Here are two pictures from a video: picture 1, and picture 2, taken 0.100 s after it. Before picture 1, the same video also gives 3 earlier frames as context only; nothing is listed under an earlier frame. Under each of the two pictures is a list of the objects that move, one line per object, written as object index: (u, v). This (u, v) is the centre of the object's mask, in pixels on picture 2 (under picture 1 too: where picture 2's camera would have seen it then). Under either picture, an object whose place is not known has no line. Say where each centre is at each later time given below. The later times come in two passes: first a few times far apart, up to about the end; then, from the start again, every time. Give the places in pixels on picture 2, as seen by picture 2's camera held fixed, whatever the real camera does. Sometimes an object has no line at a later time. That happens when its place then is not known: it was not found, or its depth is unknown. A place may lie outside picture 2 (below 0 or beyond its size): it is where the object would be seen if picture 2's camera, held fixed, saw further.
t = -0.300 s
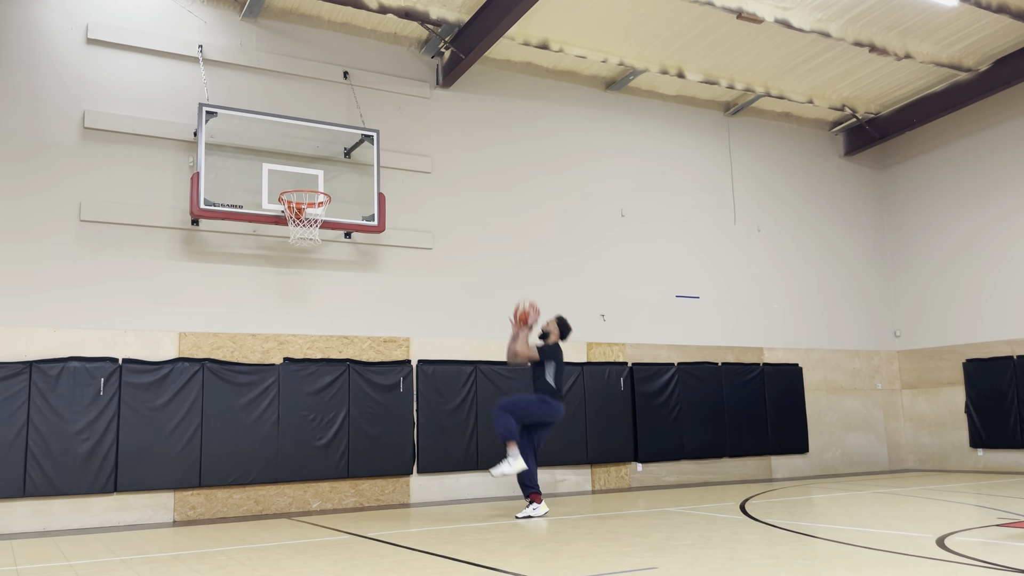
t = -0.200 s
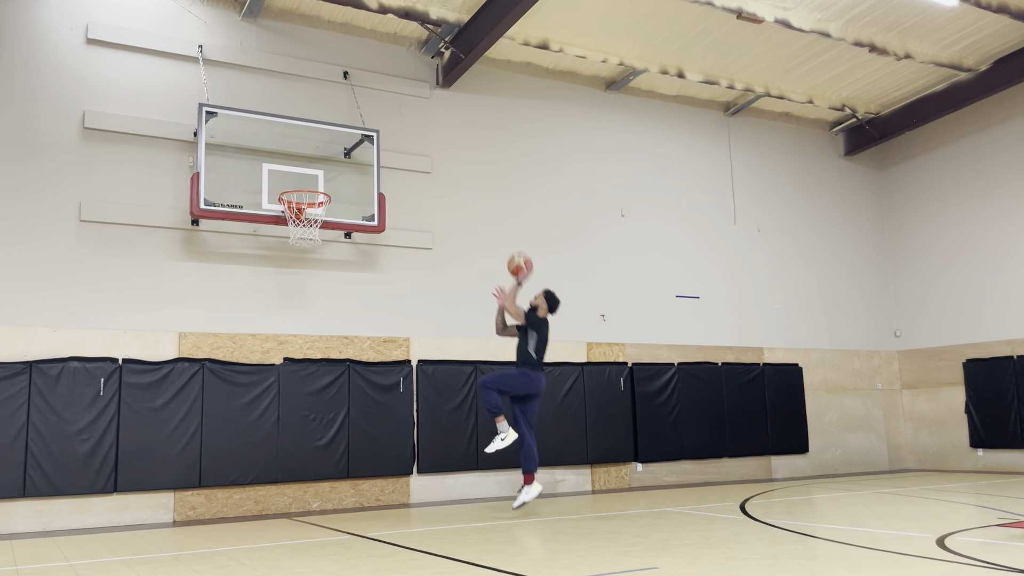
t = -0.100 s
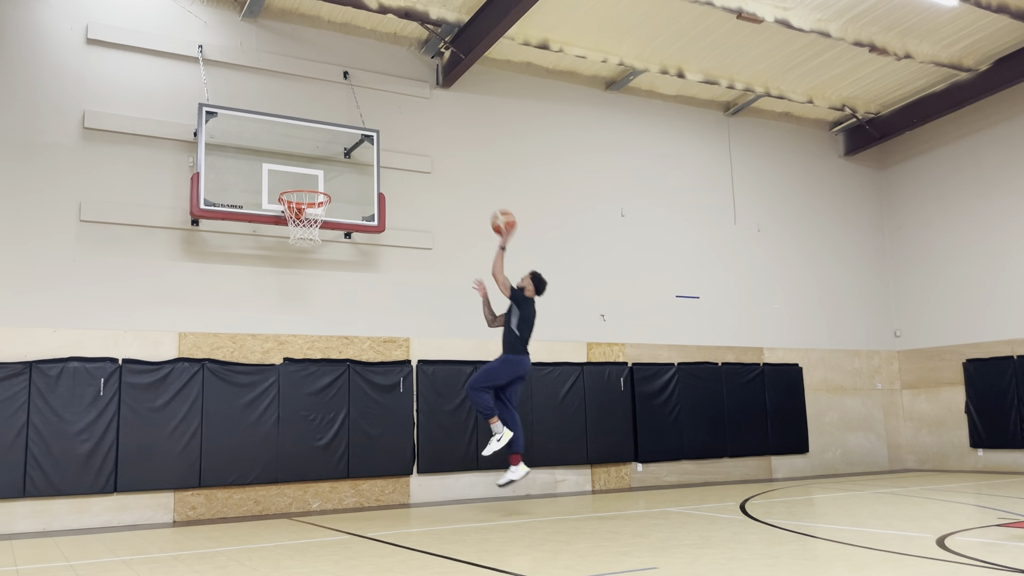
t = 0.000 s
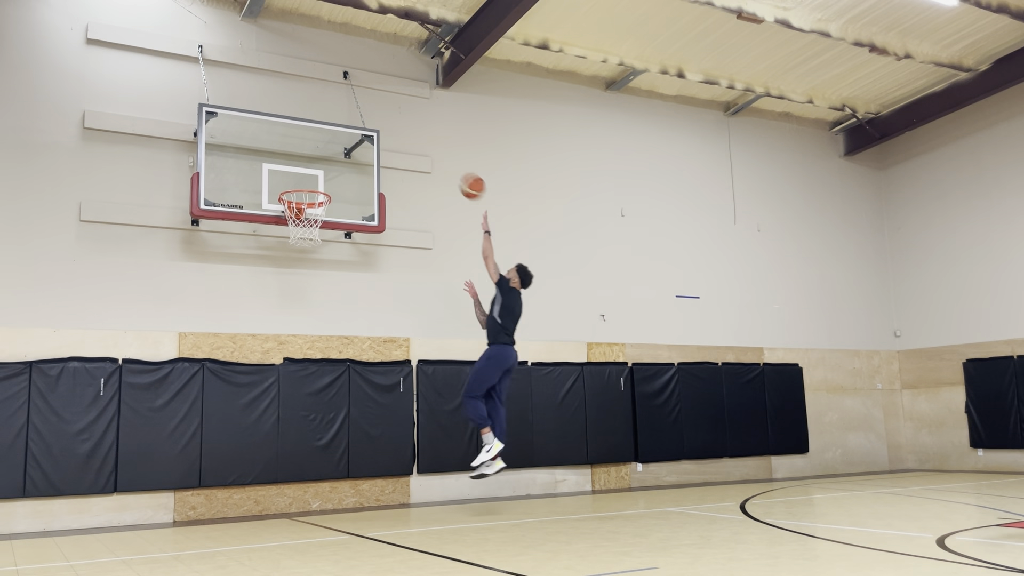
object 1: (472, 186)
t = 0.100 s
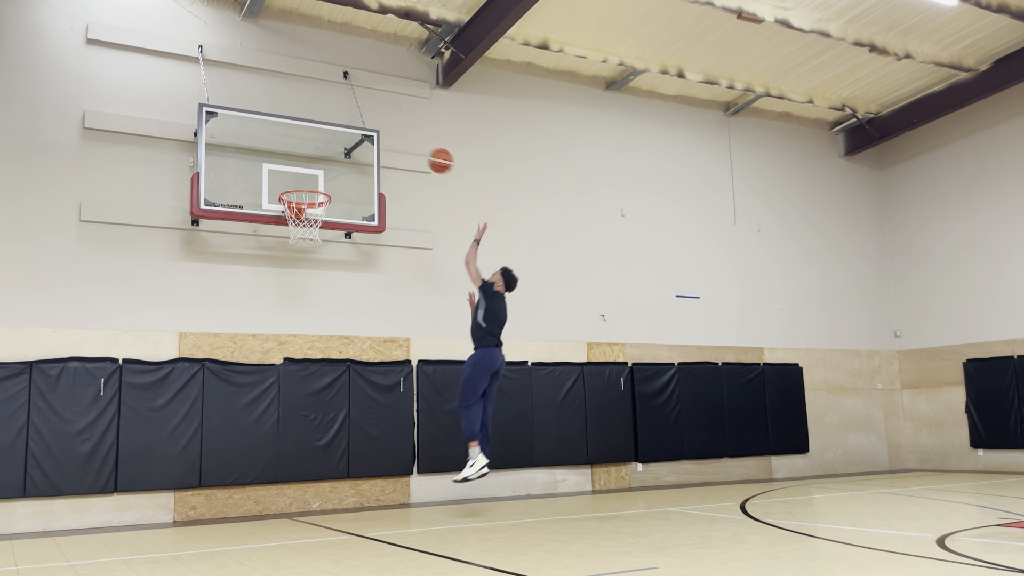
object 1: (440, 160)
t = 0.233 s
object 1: (399, 142)
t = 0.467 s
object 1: (329, 153)
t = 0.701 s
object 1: (303, 174)
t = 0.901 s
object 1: (337, 174)
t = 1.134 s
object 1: (374, 221)
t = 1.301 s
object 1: (400, 280)
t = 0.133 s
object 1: (430, 155)
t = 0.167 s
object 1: (419, 149)
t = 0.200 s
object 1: (409, 145)
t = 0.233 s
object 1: (399, 142)
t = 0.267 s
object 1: (388, 141)
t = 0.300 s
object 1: (379, 140)
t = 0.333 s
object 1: (369, 140)
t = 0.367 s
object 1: (359, 142)
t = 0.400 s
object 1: (350, 144)
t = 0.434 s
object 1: (339, 148)
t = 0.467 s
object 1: (329, 153)
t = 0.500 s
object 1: (319, 159)
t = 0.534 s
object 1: (310, 166)
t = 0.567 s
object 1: (299, 174)
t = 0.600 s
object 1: (290, 181)
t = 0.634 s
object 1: (290, 181)
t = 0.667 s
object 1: (296, 178)
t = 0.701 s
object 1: (303, 174)
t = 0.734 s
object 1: (308, 171)
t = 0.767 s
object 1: (314, 170)
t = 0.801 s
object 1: (320, 170)
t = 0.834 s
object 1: (325, 170)
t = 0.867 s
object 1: (331, 171)
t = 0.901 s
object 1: (337, 174)
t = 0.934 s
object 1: (342, 177)
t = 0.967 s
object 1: (348, 182)
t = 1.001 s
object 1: (353, 188)
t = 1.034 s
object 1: (359, 194)
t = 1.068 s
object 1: (364, 202)
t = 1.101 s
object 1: (369, 210)
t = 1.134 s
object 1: (374, 221)
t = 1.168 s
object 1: (380, 230)
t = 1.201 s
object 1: (385, 241)
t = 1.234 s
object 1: (390, 253)
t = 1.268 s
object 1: (395, 266)
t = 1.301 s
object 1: (400, 280)
